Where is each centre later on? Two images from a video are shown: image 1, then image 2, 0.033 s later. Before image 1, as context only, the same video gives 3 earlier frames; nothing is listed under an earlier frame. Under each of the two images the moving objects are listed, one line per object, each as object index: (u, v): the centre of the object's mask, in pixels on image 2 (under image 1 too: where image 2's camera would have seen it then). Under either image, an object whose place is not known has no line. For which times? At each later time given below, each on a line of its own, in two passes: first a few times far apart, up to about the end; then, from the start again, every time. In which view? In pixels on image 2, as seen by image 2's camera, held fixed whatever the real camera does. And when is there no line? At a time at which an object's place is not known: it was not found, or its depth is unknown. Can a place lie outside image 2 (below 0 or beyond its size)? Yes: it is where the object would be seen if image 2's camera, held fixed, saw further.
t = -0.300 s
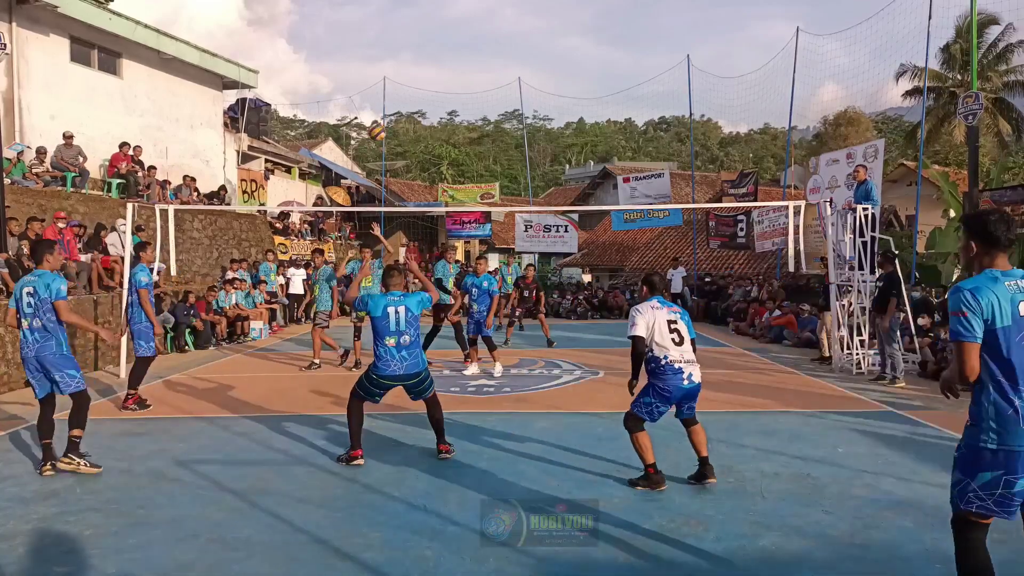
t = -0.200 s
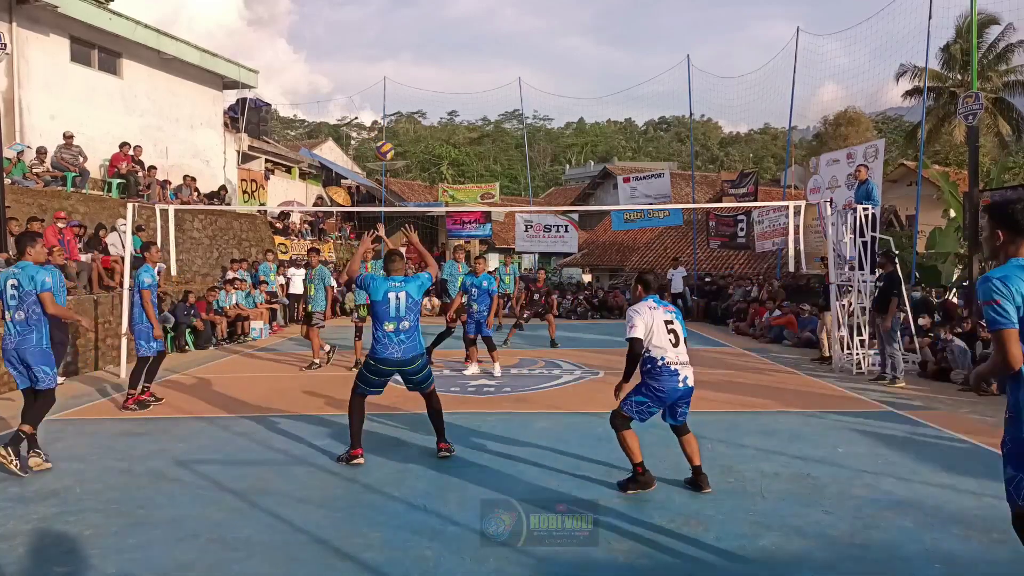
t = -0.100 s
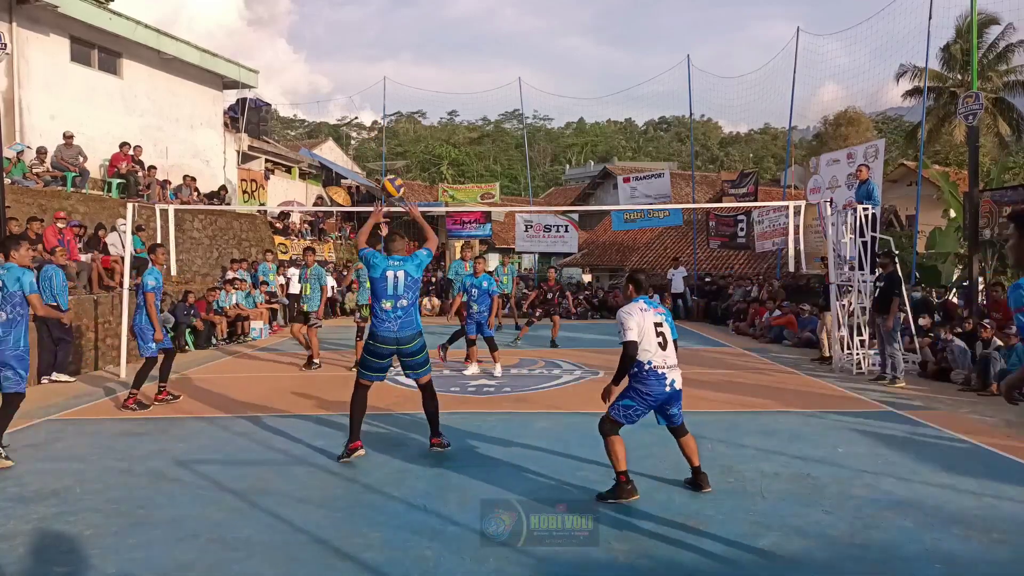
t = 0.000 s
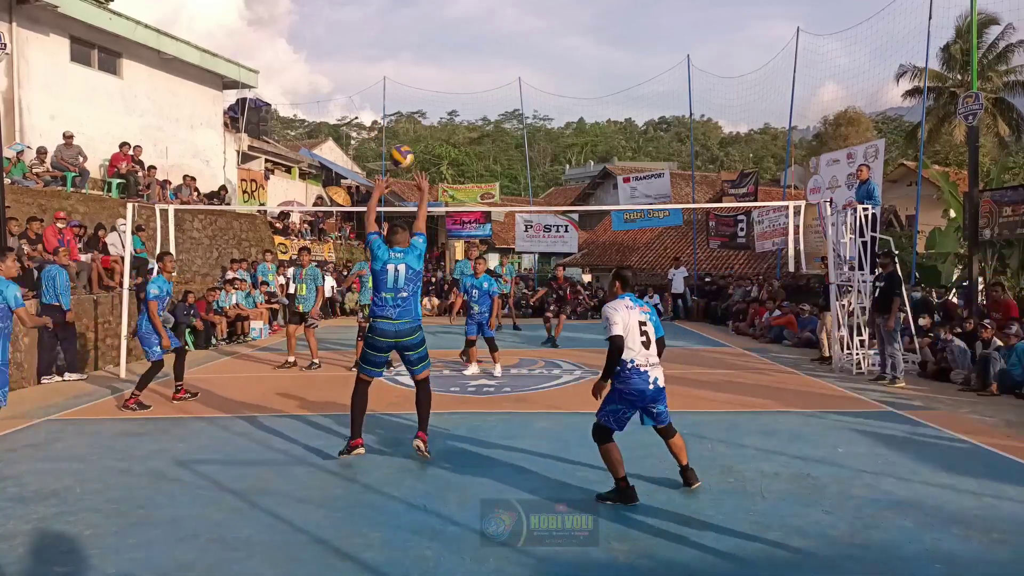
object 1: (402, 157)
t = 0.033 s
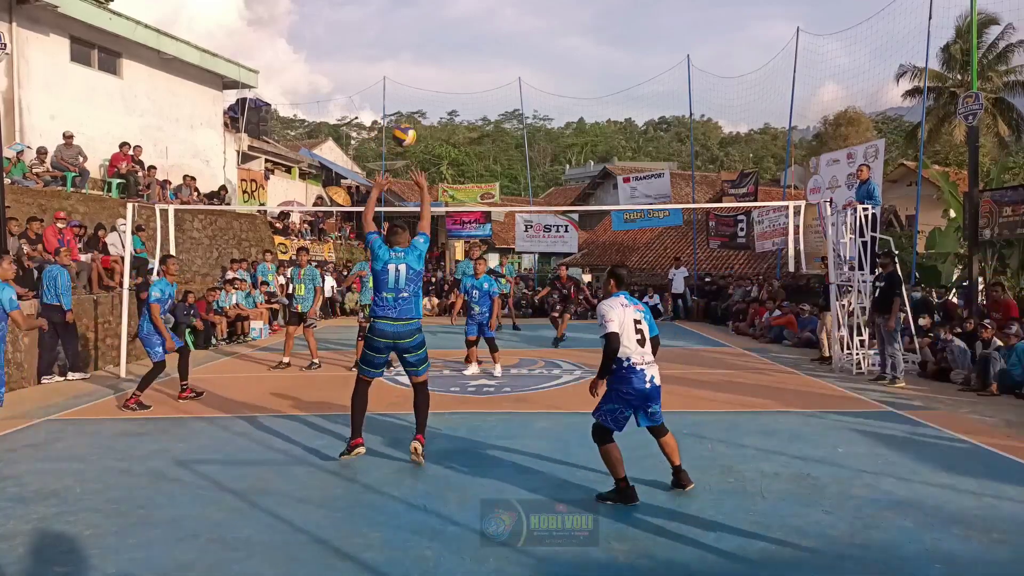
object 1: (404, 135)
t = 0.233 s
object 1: (419, 44)
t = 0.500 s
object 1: (438, 5)
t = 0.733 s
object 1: (452, 25)
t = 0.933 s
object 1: (464, 80)
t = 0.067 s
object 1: (406, 116)
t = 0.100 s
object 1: (409, 99)
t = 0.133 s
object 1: (411, 83)
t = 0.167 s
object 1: (414, 68)
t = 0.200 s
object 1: (416, 55)
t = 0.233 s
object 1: (419, 44)
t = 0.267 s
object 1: (421, 34)
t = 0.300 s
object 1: (424, 25)
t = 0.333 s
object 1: (426, 18)
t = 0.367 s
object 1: (428, 12)
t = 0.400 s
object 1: (431, 9)
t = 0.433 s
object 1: (433, 7)
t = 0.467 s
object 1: (435, 6)
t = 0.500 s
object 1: (438, 5)
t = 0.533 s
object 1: (440, 5)
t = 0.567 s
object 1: (442, 6)
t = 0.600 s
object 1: (444, 7)
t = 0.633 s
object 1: (446, 9)
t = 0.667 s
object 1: (448, 13)
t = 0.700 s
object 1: (450, 18)
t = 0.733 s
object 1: (452, 25)
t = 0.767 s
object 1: (454, 32)
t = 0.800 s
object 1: (456, 40)
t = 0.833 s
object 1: (458, 49)
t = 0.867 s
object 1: (460, 58)
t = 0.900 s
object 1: (462, 69)
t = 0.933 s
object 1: (464, 80)
